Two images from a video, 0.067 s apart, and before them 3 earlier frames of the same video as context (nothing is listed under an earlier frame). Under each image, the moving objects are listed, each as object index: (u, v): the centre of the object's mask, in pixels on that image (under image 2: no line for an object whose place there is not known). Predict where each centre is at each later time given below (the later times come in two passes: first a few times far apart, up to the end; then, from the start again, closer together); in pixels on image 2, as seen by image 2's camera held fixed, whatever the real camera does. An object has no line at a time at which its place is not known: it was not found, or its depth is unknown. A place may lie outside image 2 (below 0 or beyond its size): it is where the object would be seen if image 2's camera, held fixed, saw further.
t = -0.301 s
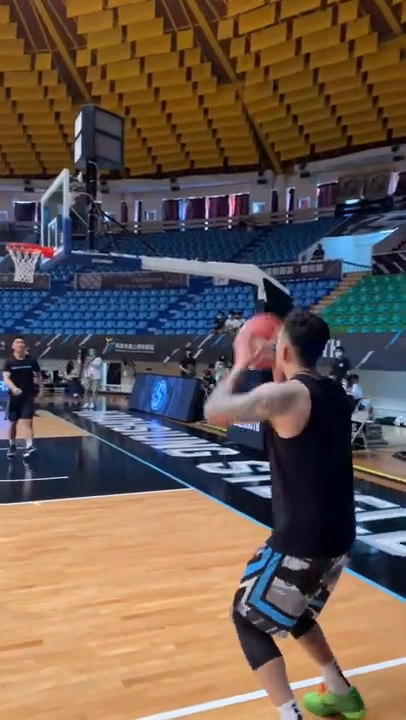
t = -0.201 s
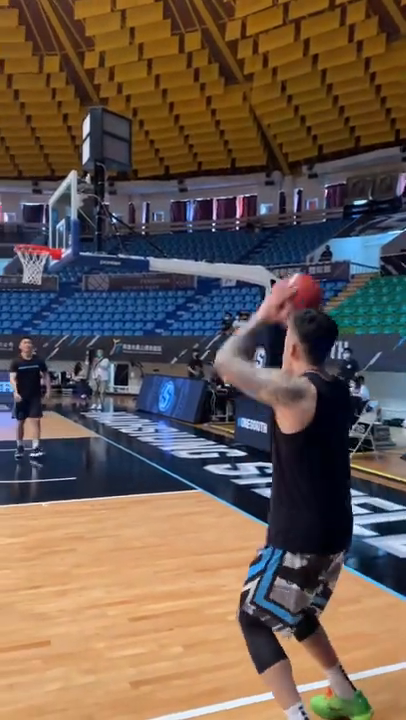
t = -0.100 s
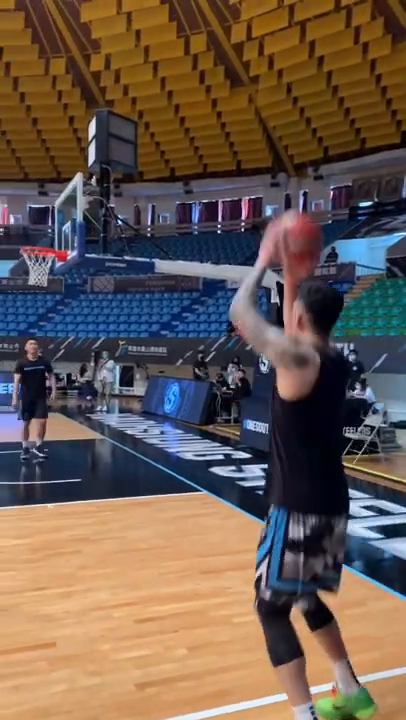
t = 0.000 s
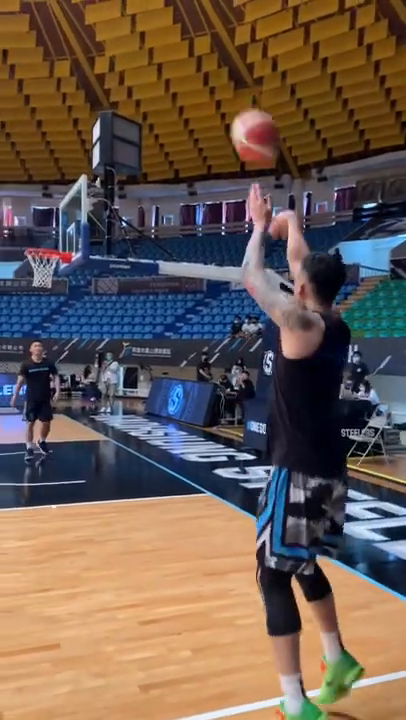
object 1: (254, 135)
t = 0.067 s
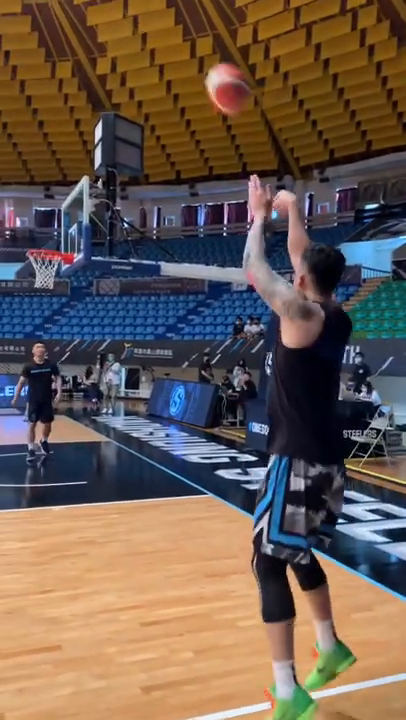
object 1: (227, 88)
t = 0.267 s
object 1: (161, 19)
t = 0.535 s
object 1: (111, 28)
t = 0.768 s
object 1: (82, 85)
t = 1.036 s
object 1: (58, 177)
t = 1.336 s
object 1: (44, 265)
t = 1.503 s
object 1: (42, 272)
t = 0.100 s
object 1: (214, 70)
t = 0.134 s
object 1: (202, 54)
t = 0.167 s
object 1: (191, 42)
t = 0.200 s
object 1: (181, 33)
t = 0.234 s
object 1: (171, 25)
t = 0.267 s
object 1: (161, 19)
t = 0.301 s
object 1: (155, 16)
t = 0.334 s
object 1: (147, 13)
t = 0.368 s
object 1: (141, 13)
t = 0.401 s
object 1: (135, 15)
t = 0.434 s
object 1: (128, 15)
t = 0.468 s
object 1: (122, 20)
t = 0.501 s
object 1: (116, 24)
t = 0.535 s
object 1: (111, 28)
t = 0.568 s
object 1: (107, 35)
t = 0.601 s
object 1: (102, 42)
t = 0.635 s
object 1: (96, 49)
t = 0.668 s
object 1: (94, 57)
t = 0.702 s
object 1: (90, 65)
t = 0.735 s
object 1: (86, 75)
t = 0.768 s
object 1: (82, 85)
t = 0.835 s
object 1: (75, 106)
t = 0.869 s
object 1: (72, 116)
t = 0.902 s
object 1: (69, 128)
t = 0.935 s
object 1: (66, 140)
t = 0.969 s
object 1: (62, 151)
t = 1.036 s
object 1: (58, 177)
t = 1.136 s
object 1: (51, 219)
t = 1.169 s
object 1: (49, 233)
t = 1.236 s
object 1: (45, 260)
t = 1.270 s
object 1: (43, 270)
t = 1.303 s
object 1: (43, 269)
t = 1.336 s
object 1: (44, 265)
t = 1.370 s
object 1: (42, 266)
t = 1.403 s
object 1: (42, 266)
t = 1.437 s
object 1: (42, 269)
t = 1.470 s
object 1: (42, 271)
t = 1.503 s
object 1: (42, 272)
